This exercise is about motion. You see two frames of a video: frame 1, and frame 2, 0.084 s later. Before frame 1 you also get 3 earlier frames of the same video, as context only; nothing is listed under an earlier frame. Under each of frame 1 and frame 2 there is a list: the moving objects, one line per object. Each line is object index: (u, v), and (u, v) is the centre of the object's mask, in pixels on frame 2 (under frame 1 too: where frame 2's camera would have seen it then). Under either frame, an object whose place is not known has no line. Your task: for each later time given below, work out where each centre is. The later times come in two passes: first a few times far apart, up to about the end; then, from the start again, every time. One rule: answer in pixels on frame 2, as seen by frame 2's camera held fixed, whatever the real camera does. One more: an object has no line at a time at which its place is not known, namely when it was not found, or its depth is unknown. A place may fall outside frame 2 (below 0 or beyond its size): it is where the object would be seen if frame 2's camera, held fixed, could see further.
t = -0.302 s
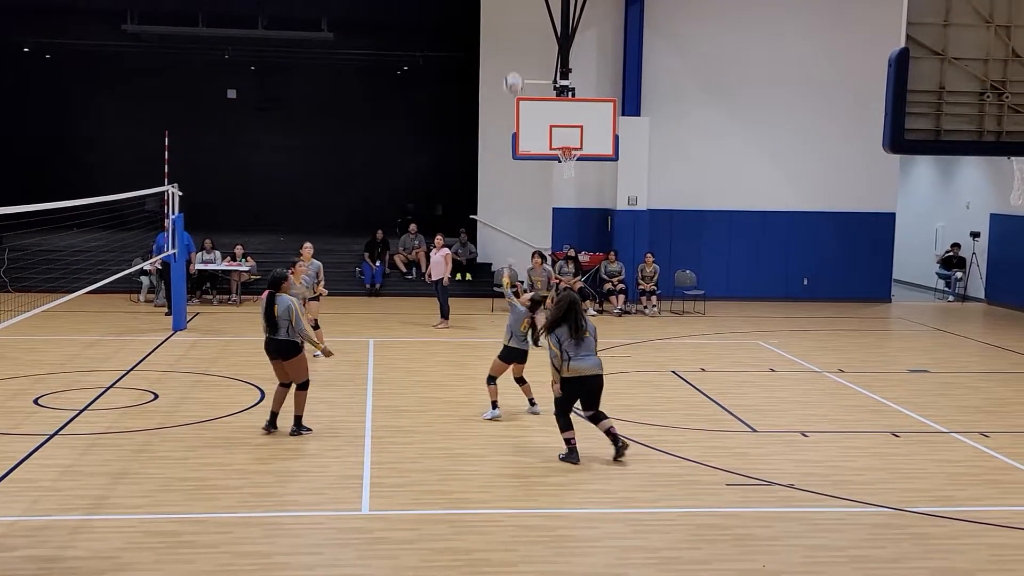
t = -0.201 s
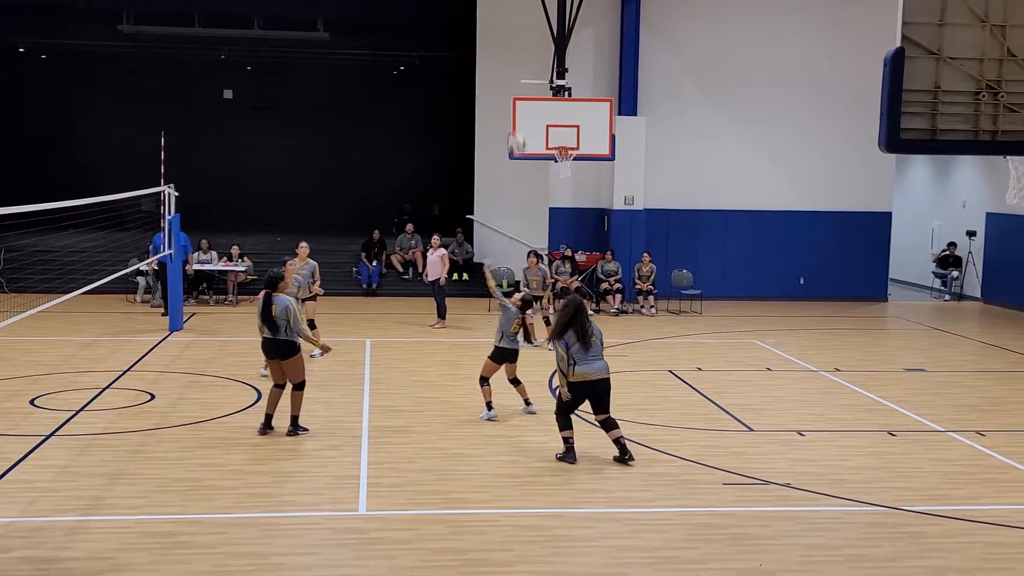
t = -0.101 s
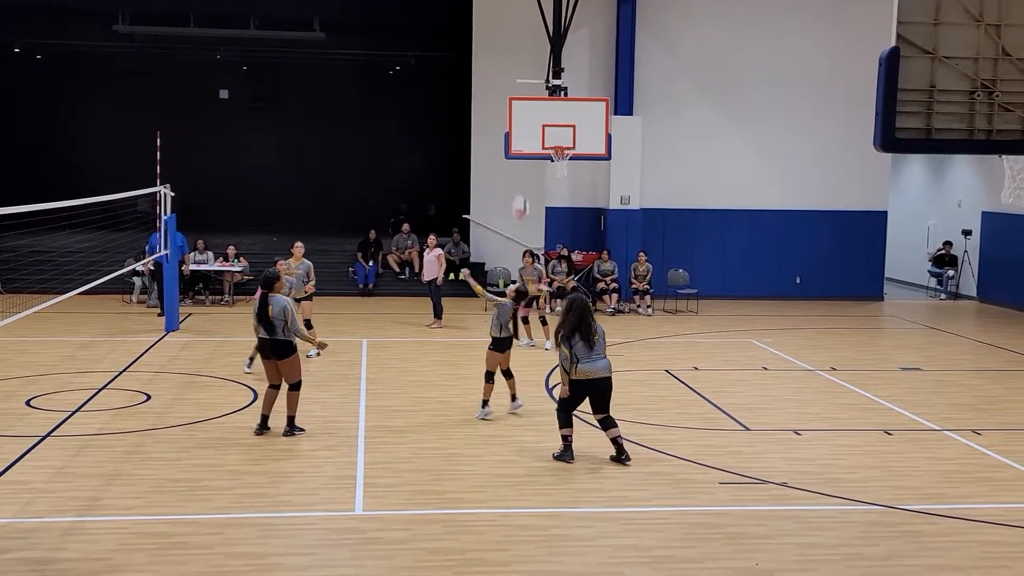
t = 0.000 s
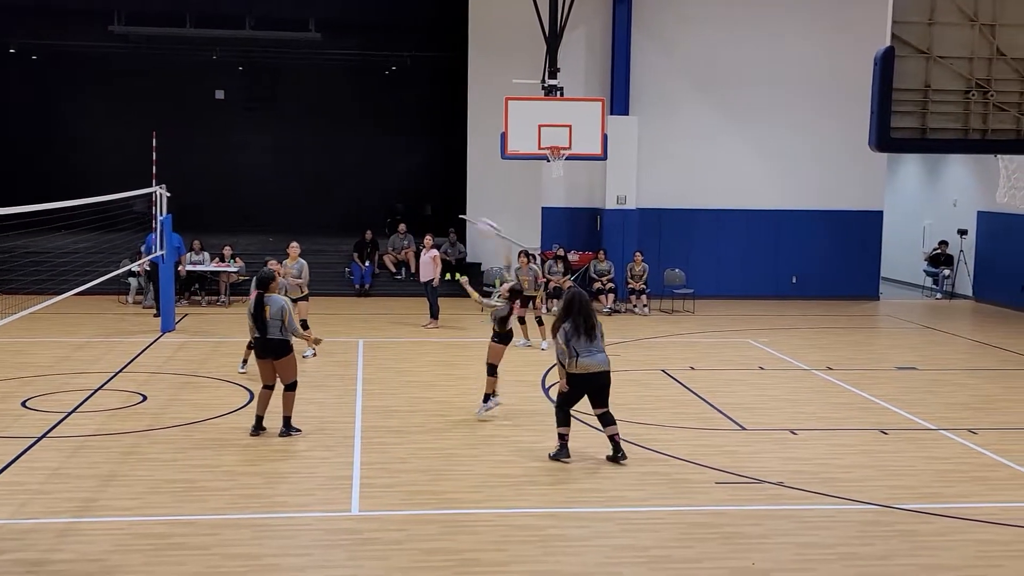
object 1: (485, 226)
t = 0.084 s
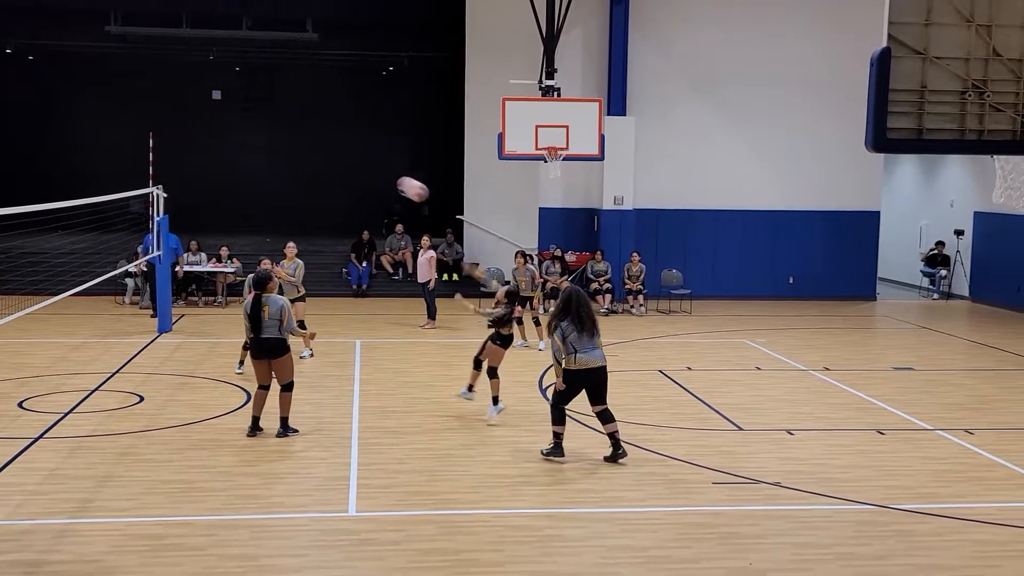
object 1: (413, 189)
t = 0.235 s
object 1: (283, 134)
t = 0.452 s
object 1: (115, 92)
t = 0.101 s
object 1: (398, 182)
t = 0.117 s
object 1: (384, 175)
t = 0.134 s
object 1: (369, 168)
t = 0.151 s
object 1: (355, 162)
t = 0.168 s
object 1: (341, 156)
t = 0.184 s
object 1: (326, 150)
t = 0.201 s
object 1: (313, 144)
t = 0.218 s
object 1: (298, 139)
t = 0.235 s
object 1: (283, 134)
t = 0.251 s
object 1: (269, 129)
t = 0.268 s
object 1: (255, 125)
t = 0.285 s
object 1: (241, 121)
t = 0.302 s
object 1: (227, 116)
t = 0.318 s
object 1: (214, 113)
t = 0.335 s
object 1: (200, 109)
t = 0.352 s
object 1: (186, 107)
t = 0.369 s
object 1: (173, 104)
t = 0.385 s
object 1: (161, 100)
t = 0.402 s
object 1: (149, 98)
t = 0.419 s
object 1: (137, 95)
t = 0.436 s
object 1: (125, 93)
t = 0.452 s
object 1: (115, 92)
